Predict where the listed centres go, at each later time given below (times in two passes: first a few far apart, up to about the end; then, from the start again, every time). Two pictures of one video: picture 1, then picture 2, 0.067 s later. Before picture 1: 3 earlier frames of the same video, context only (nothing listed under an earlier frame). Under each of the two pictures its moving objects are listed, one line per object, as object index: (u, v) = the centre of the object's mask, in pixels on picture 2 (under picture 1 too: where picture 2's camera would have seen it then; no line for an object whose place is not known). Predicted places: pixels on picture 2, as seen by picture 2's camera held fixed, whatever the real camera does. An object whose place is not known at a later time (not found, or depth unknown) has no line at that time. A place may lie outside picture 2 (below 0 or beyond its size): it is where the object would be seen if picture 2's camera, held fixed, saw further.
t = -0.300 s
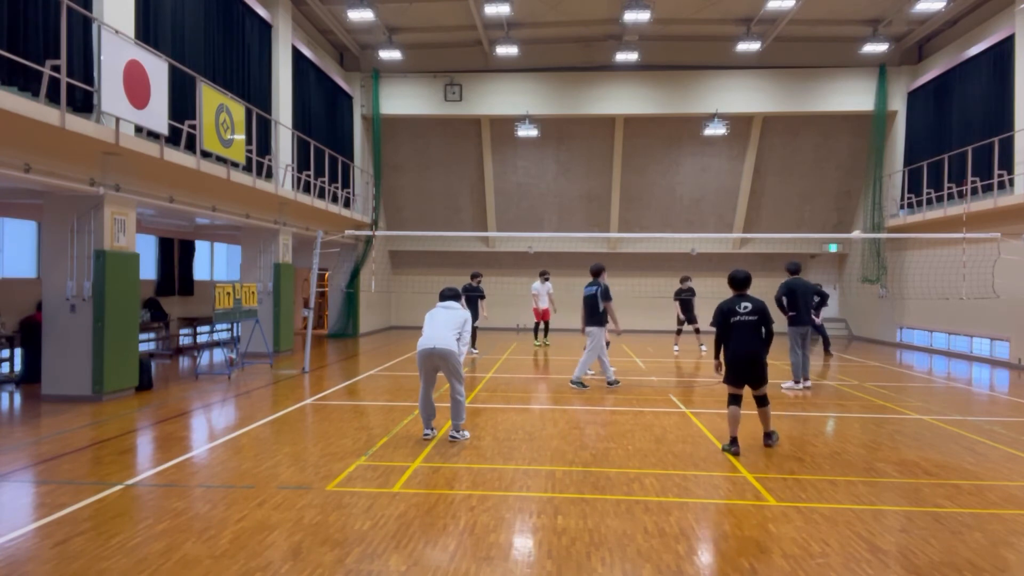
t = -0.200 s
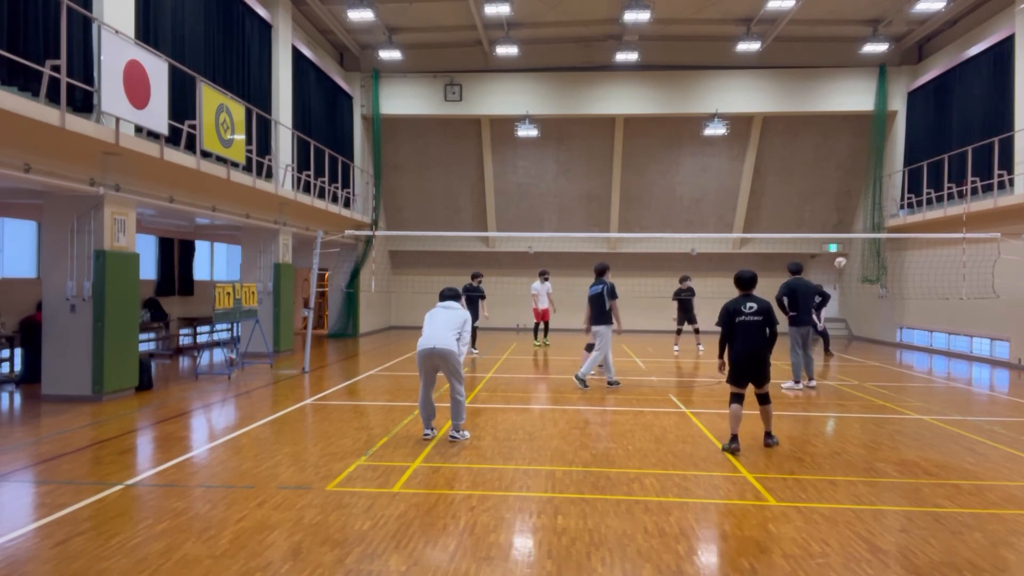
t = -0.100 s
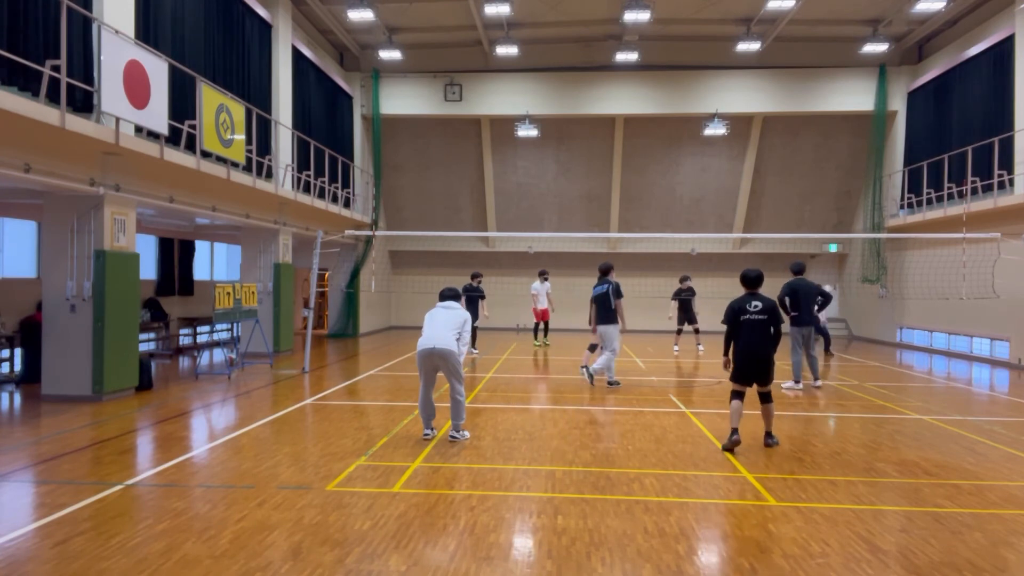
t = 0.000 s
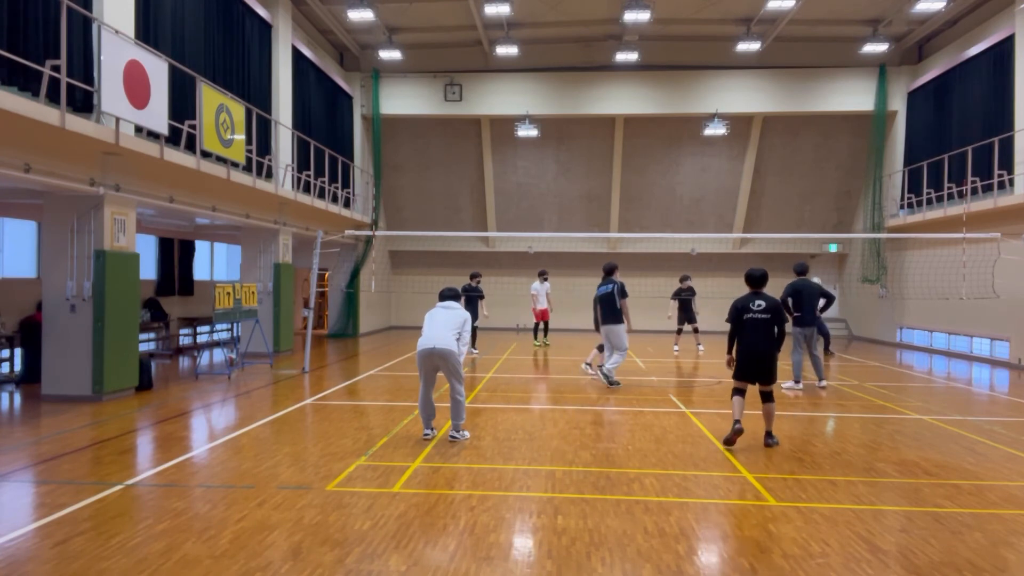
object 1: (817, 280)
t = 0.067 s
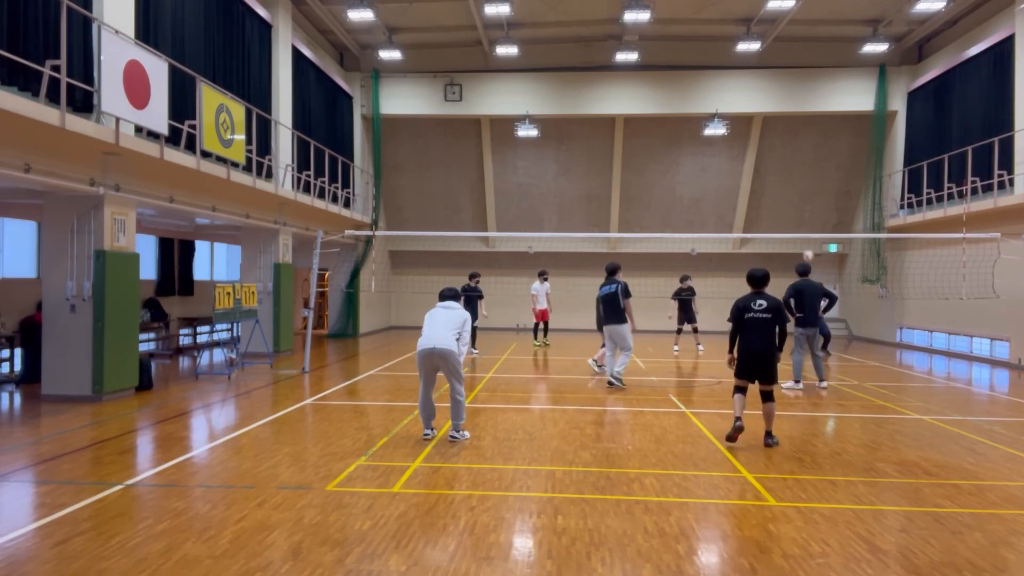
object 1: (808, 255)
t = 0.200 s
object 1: (793, 207)
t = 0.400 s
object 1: (769, 151)
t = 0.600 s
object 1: (744, 115)
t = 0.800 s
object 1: (719, 98)
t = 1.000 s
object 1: (692, 99)
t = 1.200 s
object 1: (664, 120)
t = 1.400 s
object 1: (637, 162)
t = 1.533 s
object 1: (619, 201)
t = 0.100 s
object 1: (805, 242)
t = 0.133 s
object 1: (800, 229)
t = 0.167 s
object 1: (797, 219)
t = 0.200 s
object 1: (793, 207)
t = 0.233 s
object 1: (789, 197)
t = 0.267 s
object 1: (785, 187)
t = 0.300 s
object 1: (781, 177)
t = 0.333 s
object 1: (777, 167)
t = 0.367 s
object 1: (773, 160)
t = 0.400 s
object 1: (769, 151)
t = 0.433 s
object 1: (765, 144)
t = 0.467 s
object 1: (761, 137)
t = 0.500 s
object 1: (757, 130)
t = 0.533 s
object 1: (753, 125)
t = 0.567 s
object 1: (748, 119)
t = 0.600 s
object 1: (744, 115)
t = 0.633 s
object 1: (740, 111)
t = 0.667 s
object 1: (736, 108)
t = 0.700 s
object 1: (731, 104)
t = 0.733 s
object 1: (727, 102)
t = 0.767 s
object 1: (723, 100)
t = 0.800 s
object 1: (719, 98)
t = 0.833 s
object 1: (714, 97)
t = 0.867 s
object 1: (709, 96)
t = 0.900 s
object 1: (705, 95)
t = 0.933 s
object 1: (700, 96)
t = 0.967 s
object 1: (696, 97)
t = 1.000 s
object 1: (692, 99)
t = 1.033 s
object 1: (687, 101)
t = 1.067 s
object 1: (682, 104)
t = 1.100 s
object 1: (678, 107)
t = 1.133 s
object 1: (673, 110)
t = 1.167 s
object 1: (669, 115)
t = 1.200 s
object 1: (664, 120)
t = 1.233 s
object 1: (660, 126)
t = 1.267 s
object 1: (655, 132)
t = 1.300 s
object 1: (651, 138)
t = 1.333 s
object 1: (646, 146)
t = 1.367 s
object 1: (641, 154)
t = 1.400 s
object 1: (637, 162)
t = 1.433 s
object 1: (632, 171)
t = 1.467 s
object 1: (628, 180)
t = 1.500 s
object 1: (623, 190)
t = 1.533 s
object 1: (619, 201)
